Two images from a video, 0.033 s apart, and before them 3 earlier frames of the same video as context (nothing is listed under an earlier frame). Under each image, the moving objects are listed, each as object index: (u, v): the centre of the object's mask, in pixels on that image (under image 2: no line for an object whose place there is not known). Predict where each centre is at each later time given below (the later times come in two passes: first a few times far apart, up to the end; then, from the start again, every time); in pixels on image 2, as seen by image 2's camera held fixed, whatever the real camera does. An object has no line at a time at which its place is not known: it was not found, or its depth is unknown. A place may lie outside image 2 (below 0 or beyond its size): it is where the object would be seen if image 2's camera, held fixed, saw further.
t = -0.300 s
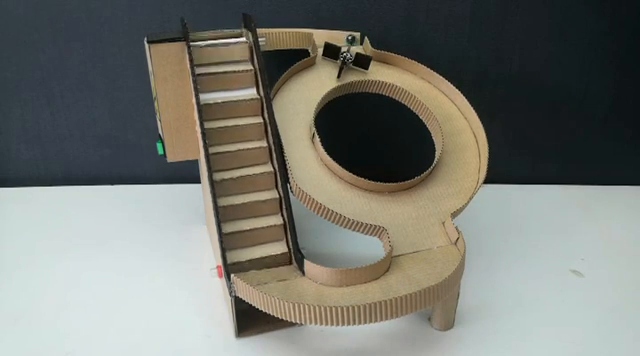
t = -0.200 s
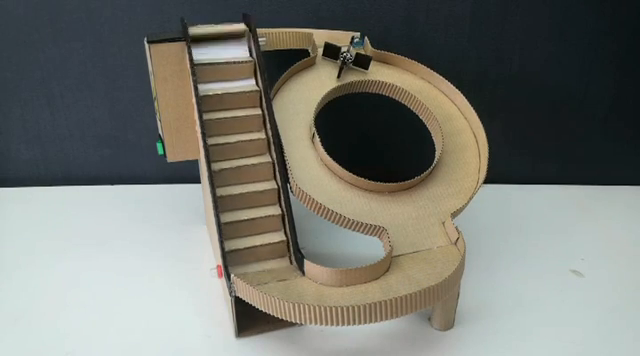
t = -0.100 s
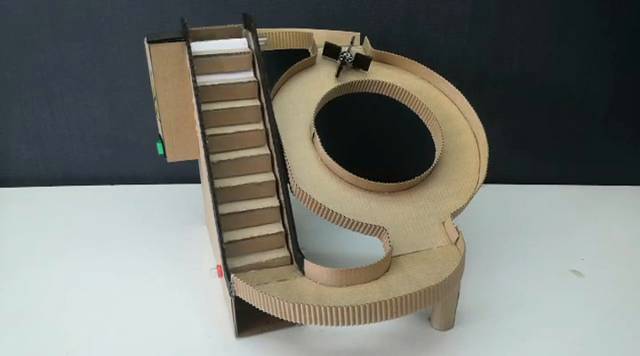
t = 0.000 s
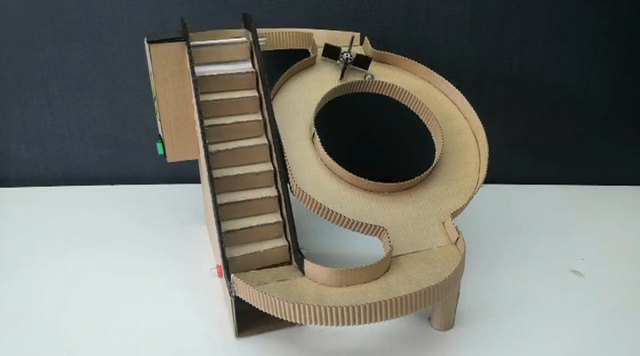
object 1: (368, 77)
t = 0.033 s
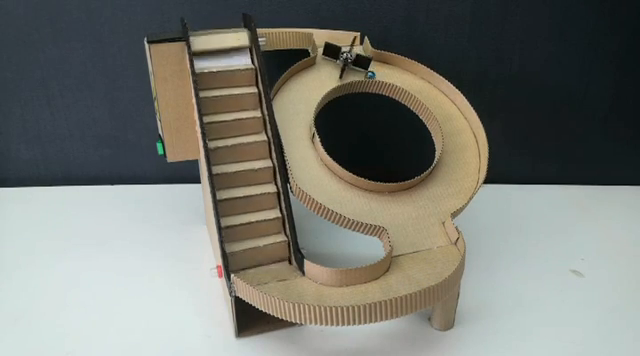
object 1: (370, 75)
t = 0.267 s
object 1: (405, 88)
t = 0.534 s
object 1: (456, 181)
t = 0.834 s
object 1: (441, 259)
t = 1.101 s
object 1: (421, 273)
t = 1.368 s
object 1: (375, 287)
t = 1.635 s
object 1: (323, 302)
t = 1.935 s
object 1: (258, 286)
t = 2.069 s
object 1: (241, 276)
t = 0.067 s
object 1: (373, 77)
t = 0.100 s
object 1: (377, 78)
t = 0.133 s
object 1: (381, 78)
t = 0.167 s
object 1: (386, 80)
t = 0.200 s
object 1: (391, 81)
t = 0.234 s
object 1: (398, 84)
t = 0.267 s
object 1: (405, 88)
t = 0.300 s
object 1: (415, 94)
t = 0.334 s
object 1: (425, 102)
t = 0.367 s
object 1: (435, 114)
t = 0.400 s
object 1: (447, 129)
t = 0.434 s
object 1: (462, 145)
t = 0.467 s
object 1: (476, 163)
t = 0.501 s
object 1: (466, 169)
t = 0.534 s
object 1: (456, 181)
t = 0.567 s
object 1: (448, 198)
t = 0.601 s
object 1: (440, 214)
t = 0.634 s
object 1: (422, 217)
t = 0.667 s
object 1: (405, 227)
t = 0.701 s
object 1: (394, 239)
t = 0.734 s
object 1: (408, 248)
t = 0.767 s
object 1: (422, 252)
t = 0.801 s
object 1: (433, 256)
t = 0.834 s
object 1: (441, 259)
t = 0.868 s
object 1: (449, 262)
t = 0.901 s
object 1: (451, 264)
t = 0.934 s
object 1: (448, 266)
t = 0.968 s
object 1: (443, 268)
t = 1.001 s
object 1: (439, 269)
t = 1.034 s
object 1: (434, 271)
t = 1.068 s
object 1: (428, 272)
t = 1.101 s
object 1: (421, 273)
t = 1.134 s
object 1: (414, 274)
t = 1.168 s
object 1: (406, 274)
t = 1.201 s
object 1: (397, 275)
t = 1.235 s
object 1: (388, 274)
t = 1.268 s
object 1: (384, 278)
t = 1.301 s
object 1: (382, 281)
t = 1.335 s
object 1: (379, 284)
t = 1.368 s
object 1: (375, 287)
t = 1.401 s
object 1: (371, 290)
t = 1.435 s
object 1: (365, 293)
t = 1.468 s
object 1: (360, 295)
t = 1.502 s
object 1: (354, 297)
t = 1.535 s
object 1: (346, 298)
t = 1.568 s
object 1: (339, 300)
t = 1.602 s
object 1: (331, 301)
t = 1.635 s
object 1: (323, 302)
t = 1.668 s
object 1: (314, 303)
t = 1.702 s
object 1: (306, 302)
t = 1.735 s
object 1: (299, 301)
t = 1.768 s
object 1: (292, 299)
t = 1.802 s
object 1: (285, 297)
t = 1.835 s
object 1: (277, 295)
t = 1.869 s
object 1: (270, 292)
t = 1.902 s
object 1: (263, 290)
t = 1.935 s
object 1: (258, 286)
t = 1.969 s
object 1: (253, 283)
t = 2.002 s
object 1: (248, 279)
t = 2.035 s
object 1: (243, 276)
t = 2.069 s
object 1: (241, 276)
